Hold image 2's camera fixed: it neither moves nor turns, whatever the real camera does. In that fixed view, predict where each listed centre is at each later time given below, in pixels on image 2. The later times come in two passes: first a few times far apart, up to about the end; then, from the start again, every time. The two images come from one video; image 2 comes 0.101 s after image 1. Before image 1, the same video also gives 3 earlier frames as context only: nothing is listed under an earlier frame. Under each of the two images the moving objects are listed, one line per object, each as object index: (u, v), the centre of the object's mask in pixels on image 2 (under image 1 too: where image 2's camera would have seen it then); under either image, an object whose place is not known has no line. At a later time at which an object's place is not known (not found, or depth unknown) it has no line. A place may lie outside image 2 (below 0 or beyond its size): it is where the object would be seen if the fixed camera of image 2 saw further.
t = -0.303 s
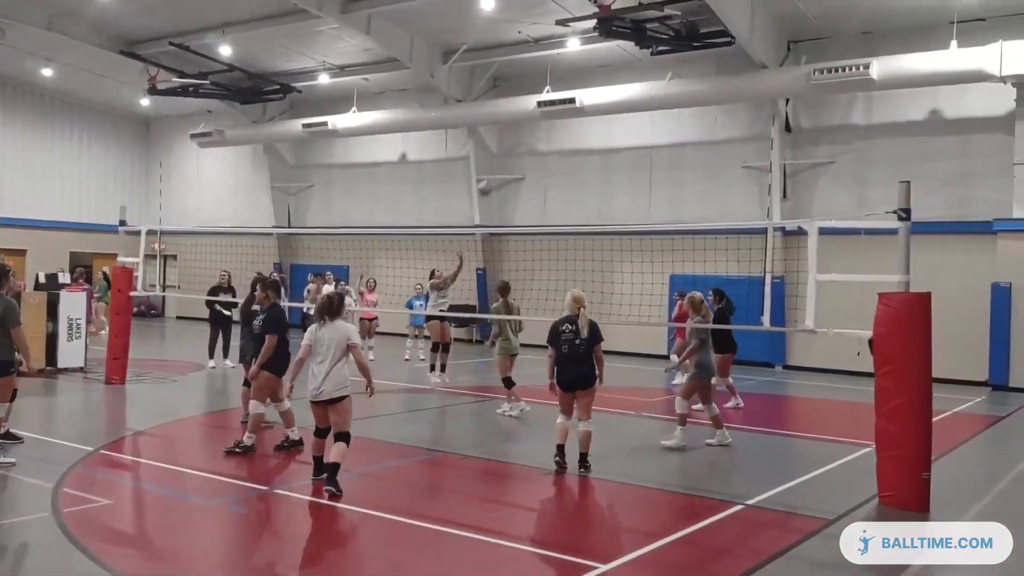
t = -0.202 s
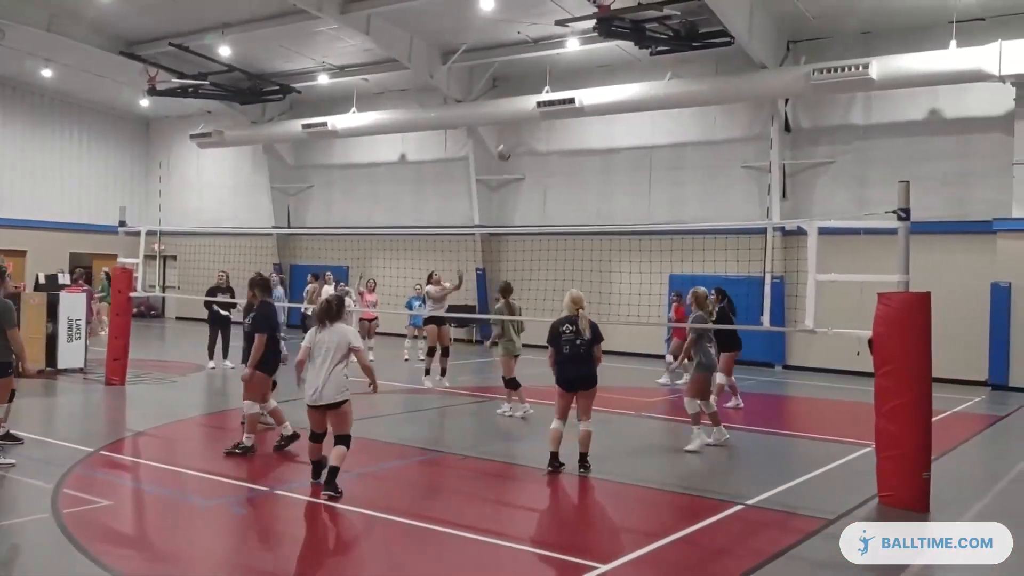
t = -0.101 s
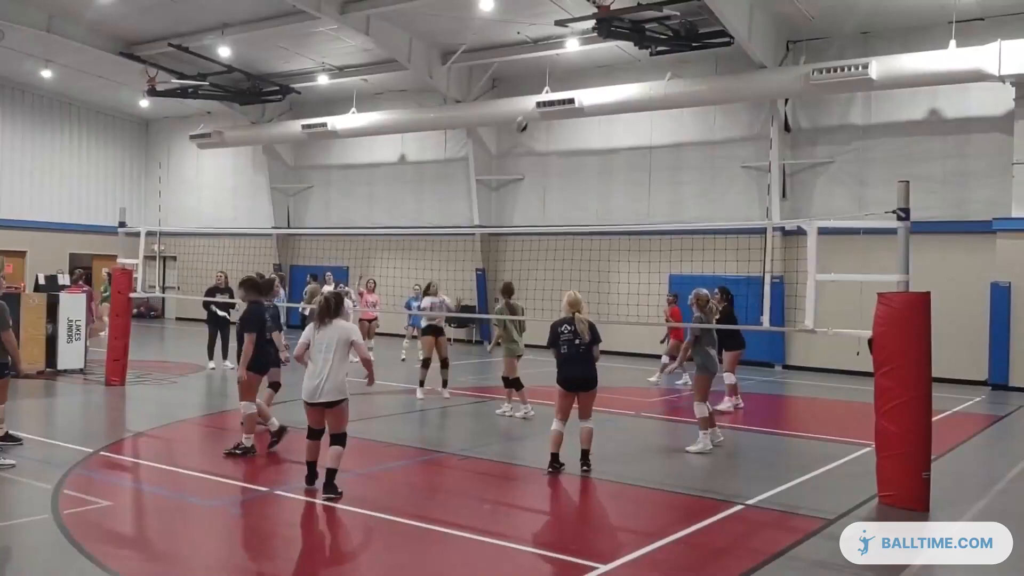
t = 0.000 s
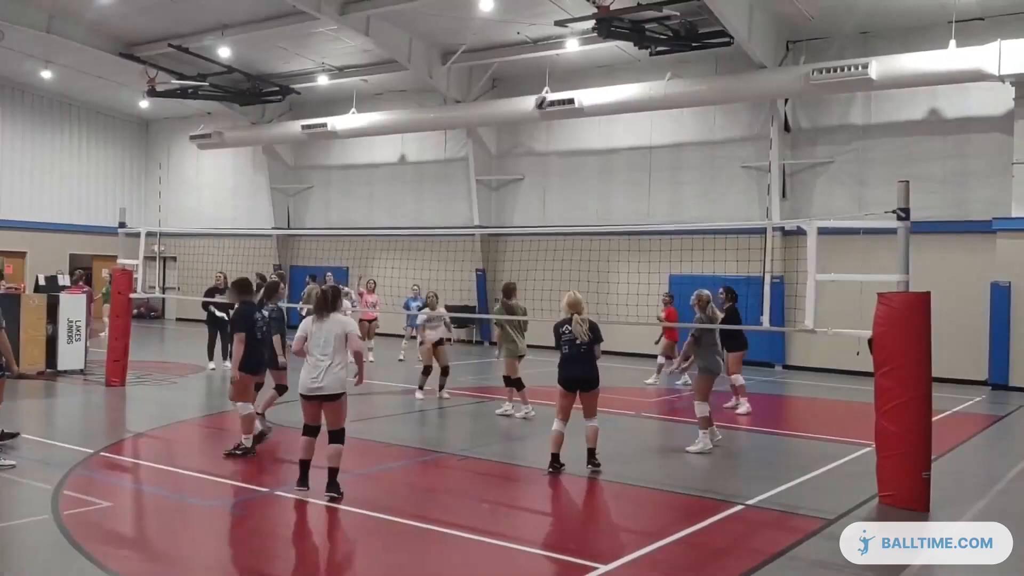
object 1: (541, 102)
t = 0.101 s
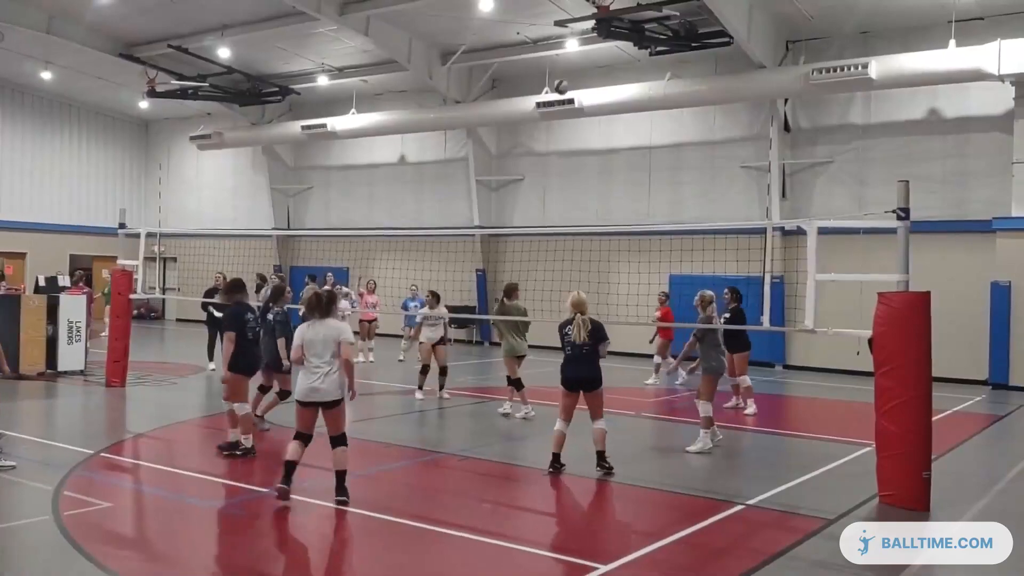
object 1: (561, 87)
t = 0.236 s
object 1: (587, 78)
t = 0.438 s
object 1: (627, 91)
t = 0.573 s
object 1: (653, 117)
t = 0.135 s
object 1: (568, 83)
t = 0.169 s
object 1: (574, 81)
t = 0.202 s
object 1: (581, 79)
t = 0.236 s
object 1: (587, 78)
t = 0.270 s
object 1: (594, 78)
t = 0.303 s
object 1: (600, 78)
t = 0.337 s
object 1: (607, 80)
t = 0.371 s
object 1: (614, 83)
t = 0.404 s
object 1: (620, 86)
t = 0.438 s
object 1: (627, 91)
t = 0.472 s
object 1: (634, 96)
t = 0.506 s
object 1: (640, 102)
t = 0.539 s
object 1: (647, 109)
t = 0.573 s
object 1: (653, 117)
